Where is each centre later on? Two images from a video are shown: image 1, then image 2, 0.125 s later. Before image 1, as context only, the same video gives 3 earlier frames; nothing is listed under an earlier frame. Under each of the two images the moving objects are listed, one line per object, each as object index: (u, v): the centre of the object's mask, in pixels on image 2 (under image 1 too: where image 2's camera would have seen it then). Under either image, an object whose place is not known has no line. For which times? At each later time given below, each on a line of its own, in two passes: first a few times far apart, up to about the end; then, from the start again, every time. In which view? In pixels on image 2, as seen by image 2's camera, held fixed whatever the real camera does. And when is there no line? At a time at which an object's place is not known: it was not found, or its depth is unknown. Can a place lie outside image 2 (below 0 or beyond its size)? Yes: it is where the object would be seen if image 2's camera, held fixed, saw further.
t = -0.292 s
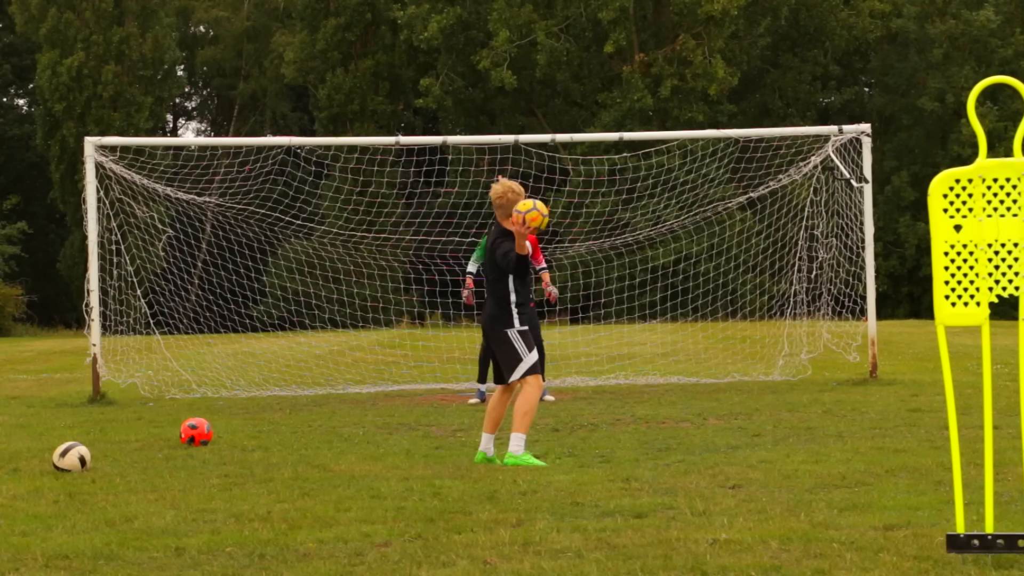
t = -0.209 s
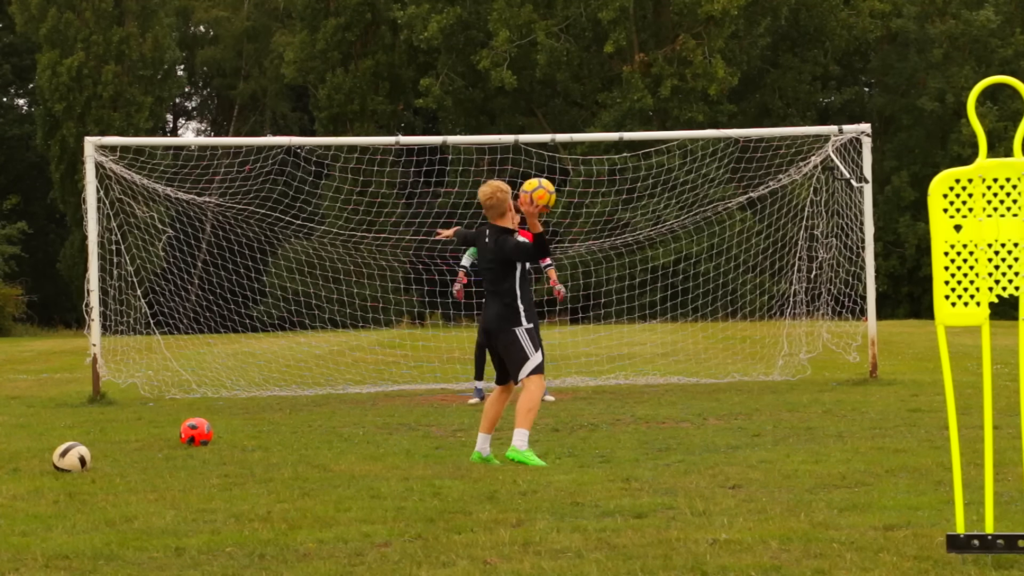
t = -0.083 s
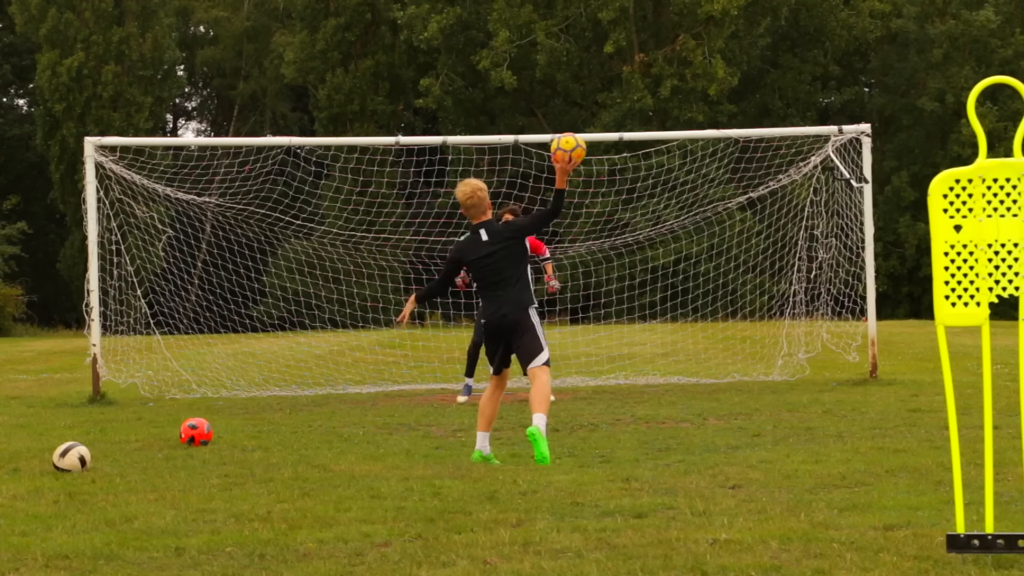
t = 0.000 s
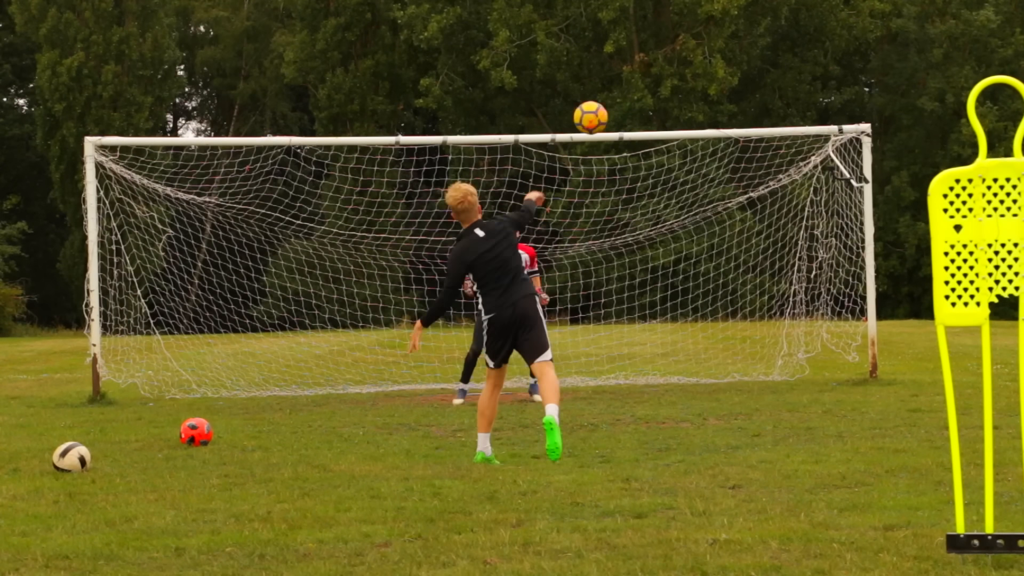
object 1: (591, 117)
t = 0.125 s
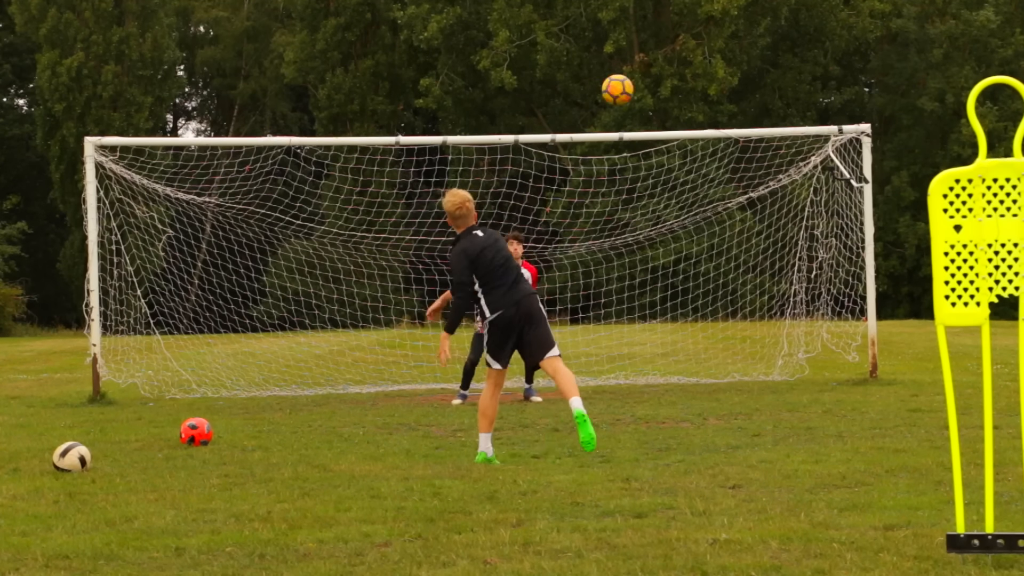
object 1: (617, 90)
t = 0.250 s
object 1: (642, 79)
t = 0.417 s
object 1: (671, 87)
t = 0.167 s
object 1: (626, 84)
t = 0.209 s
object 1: (634, 81)
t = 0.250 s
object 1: (642, 79)
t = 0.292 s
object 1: (649, 79)
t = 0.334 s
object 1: (657, 80)
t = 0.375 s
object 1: (664, 83)
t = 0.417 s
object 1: (671, 87)
